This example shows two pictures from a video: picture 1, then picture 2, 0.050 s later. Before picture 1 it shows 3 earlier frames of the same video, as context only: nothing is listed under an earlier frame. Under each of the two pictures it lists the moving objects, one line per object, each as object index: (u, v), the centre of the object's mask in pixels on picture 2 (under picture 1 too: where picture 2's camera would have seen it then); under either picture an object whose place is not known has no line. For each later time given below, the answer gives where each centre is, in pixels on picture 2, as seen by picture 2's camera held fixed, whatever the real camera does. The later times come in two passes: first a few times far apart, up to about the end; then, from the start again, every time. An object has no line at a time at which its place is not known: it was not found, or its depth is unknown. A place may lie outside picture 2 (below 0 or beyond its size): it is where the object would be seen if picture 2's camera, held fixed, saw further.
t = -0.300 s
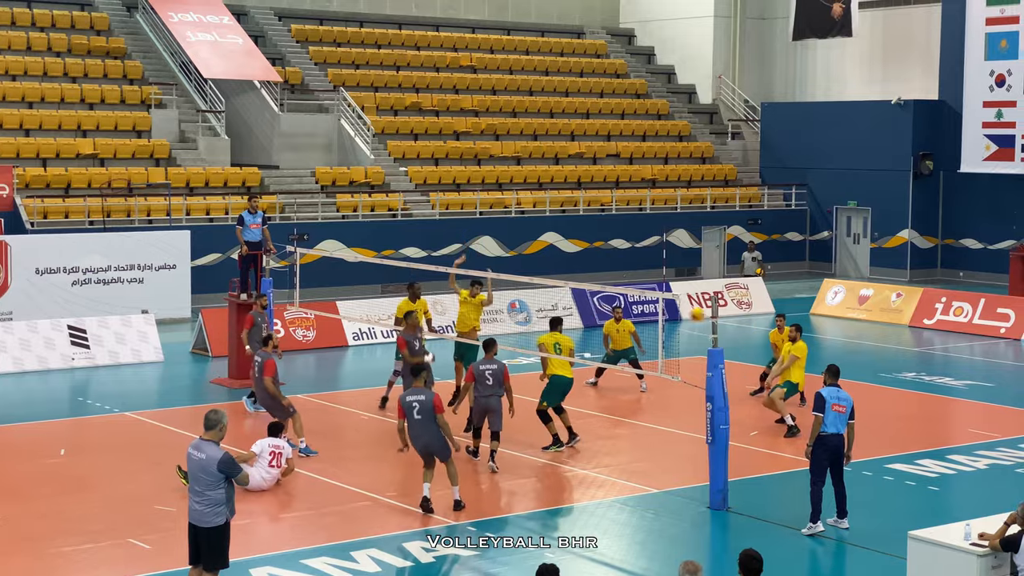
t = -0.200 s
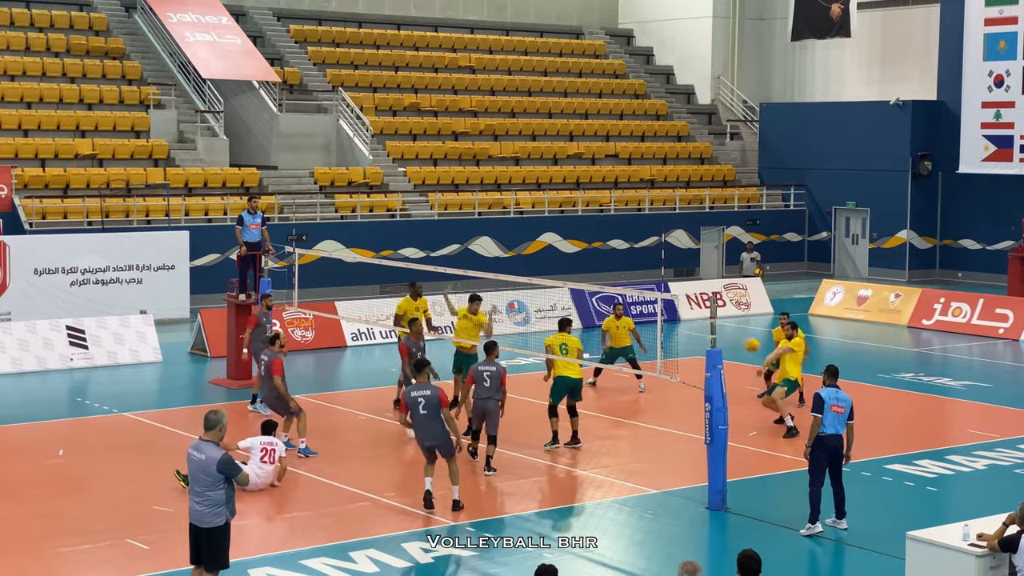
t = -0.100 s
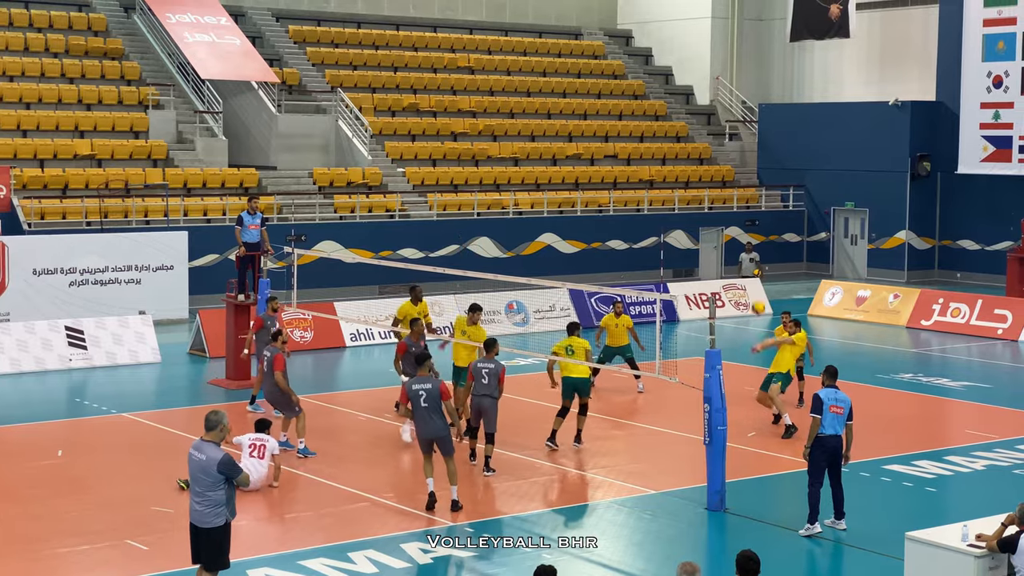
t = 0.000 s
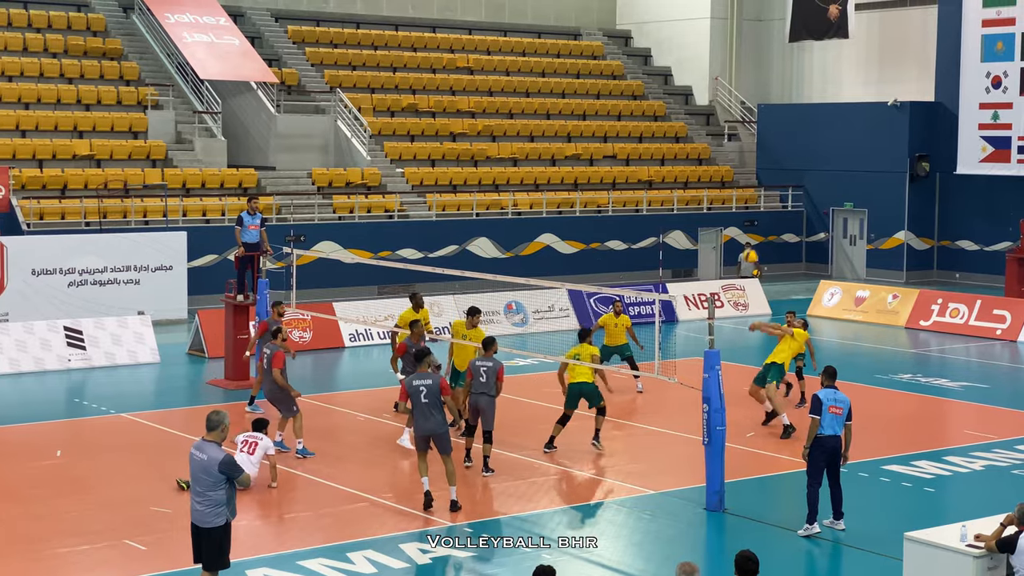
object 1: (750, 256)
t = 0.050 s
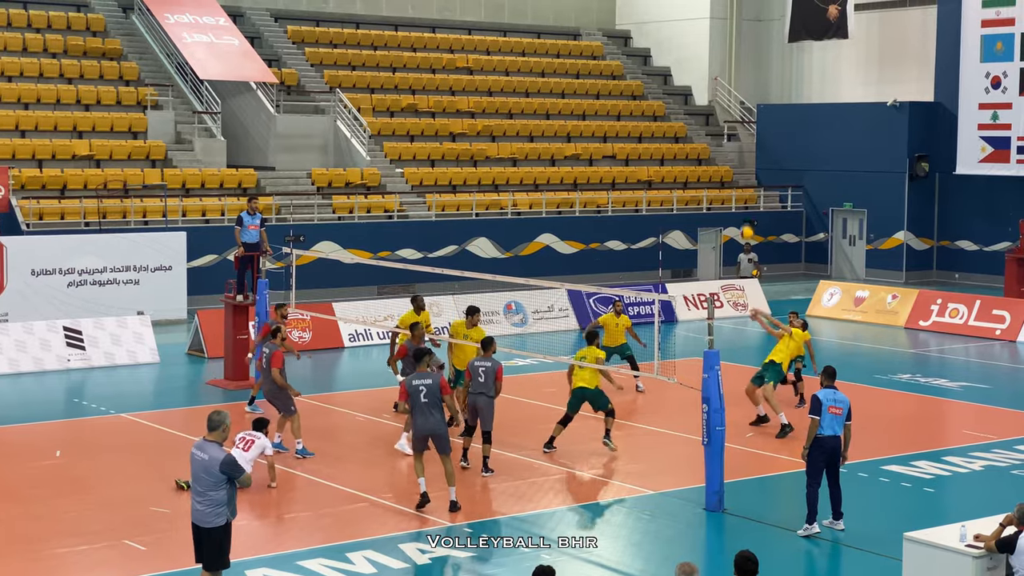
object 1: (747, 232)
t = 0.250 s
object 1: (735, 155)
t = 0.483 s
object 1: (723, 101)
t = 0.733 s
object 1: (710, 83)
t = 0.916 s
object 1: (701, 96)
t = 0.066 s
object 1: (746, 225)
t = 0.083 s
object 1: (745, 219)
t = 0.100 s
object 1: (743, 211)
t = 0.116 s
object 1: (742, 204)
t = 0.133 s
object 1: (742, 197)
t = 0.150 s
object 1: (741, 190)
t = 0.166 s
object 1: (740, 185)
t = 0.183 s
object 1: (739, 179)
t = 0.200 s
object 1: (738, 172)
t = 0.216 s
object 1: (737, 166)
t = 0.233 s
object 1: (736, 161)
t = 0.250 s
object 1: (735, 155)
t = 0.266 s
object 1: (734, 150)
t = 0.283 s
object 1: (733, 146)
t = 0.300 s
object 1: (732, 141)
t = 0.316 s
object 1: (731, 136)
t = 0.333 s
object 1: (731, 134)
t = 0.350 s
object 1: (730, 129)
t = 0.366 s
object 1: (729, 125)
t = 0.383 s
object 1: (728, 121)
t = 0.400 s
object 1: (727, 117)
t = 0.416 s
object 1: (726, 114)
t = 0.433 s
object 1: (725, 110)
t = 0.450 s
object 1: (725, 107)
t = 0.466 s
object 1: (724, 104)
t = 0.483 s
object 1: (723, 101)
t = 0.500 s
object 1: (722, 99)
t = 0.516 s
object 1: (721, 96)
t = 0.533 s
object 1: (720, 95)
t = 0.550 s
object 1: (720, 93)
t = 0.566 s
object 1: (719, 91)
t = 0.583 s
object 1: (717, 90)
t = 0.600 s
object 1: (717, 88)
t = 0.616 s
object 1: (716, 87)
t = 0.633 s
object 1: (715, 86)
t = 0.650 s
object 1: (714, 85)
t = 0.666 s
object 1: (714, 84)
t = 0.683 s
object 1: (713, 84)
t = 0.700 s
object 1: (712, 84)
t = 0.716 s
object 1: (711, 83)
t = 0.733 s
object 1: (710, 83)
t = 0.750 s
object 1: (710, 84)
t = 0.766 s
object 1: (709, 85)
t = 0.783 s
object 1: (708, 85)
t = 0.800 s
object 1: (707, 86)
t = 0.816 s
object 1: (706, 87)
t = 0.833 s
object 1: (705, 88)
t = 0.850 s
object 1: (704, 89)
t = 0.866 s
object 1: (703, 91)
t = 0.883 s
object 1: (702, 92)
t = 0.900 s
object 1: (701, 94)
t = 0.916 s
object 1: (701, 96)
